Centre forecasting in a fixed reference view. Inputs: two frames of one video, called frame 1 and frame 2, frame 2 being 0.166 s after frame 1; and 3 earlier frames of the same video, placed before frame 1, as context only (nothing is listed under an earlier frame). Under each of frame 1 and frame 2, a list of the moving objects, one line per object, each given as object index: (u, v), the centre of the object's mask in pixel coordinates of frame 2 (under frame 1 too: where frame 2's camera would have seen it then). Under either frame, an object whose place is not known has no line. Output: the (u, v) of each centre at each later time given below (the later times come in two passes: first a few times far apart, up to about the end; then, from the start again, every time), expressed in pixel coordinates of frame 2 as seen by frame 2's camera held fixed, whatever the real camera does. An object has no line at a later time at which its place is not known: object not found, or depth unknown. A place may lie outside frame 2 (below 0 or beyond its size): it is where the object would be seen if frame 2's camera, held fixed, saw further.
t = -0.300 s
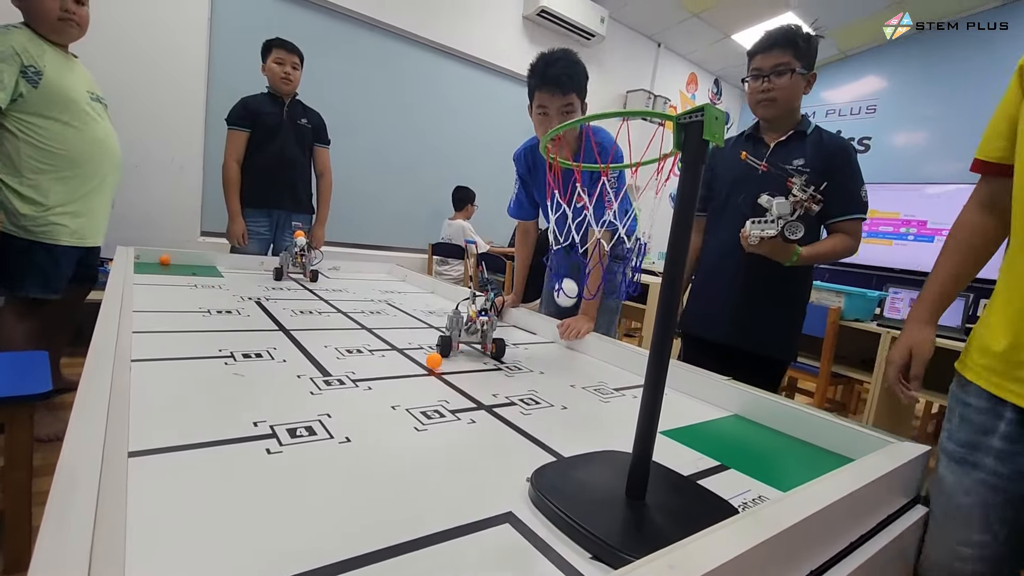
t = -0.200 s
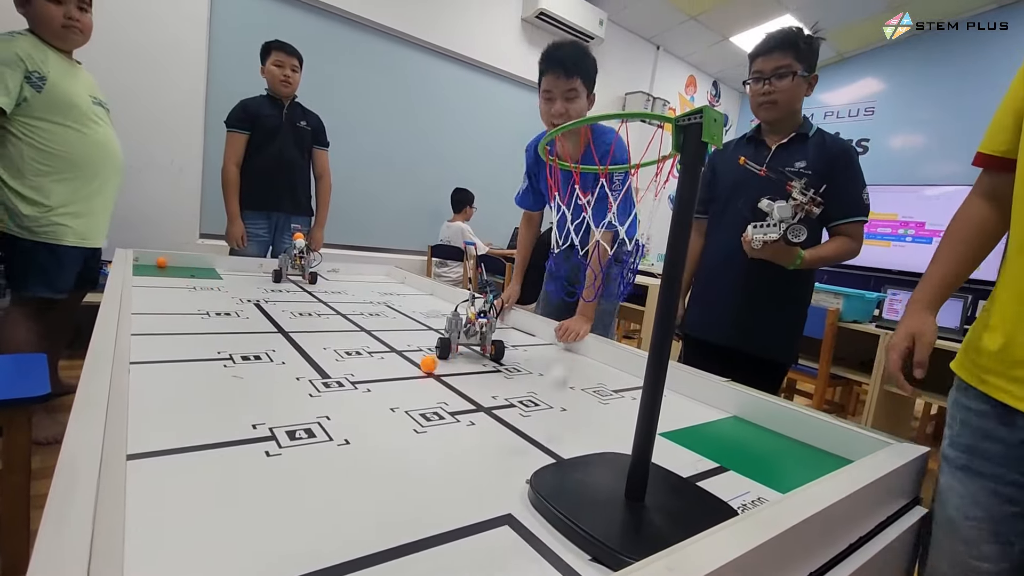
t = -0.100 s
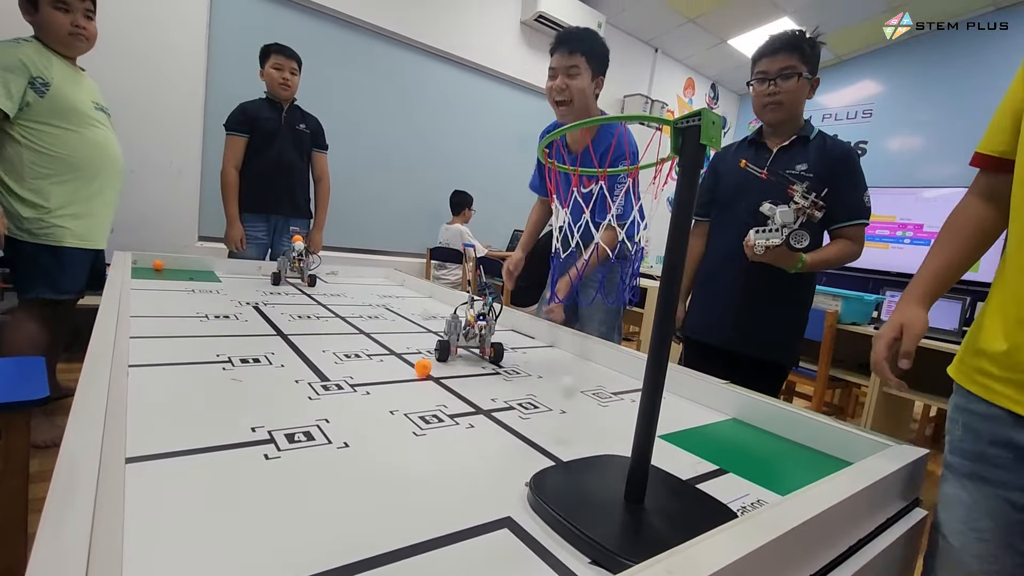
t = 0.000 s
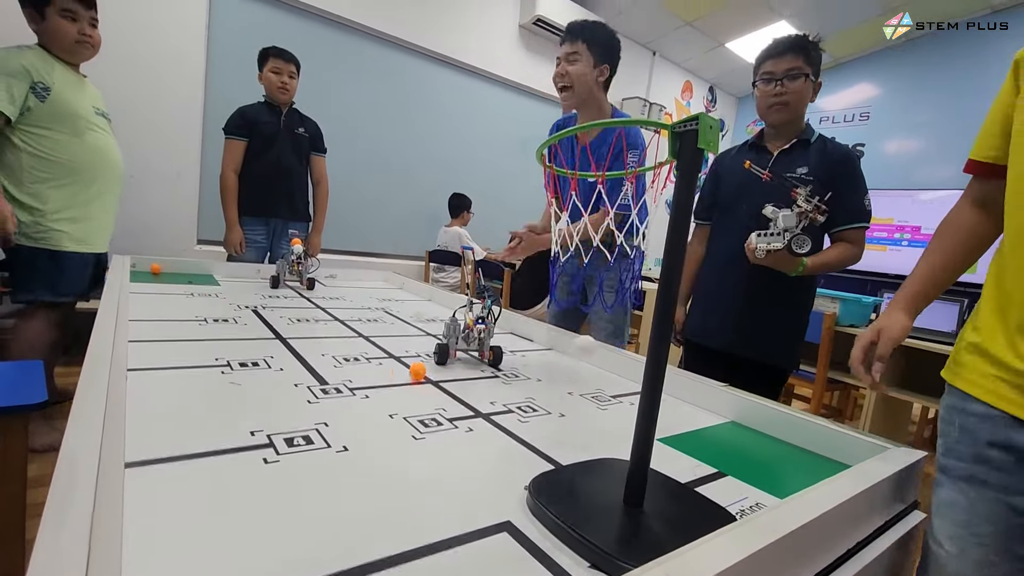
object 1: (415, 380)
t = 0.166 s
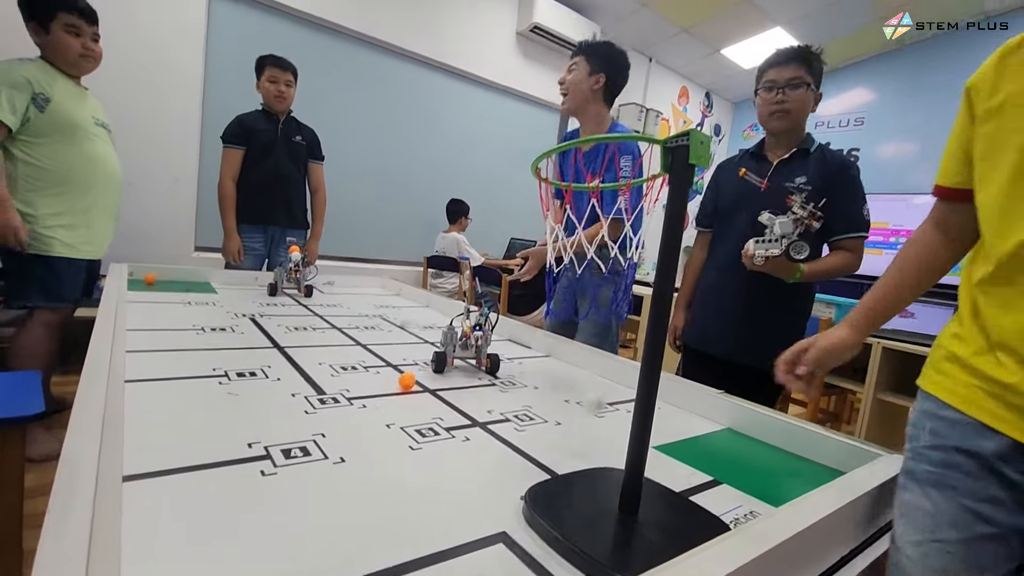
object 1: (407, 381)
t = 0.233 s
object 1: (404, 381)
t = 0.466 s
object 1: (394, 381)
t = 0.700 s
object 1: (384, 378)
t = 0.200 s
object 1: (405, 382)
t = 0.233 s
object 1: (404, 381)
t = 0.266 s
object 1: (402, 381)
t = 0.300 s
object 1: (401, 381)
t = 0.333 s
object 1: (399, 381)
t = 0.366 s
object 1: (398, 381)
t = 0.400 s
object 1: (397, 381)
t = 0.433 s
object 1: (395, 381)
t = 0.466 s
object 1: (394, 381)
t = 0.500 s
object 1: (392, 380)
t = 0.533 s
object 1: (391, 380)
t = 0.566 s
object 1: (389, 380)
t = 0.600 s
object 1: (388, 379)
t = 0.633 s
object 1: (386, 379)
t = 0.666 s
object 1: (385, 378)
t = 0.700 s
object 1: (384, 378)
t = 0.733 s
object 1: (382, 378)
